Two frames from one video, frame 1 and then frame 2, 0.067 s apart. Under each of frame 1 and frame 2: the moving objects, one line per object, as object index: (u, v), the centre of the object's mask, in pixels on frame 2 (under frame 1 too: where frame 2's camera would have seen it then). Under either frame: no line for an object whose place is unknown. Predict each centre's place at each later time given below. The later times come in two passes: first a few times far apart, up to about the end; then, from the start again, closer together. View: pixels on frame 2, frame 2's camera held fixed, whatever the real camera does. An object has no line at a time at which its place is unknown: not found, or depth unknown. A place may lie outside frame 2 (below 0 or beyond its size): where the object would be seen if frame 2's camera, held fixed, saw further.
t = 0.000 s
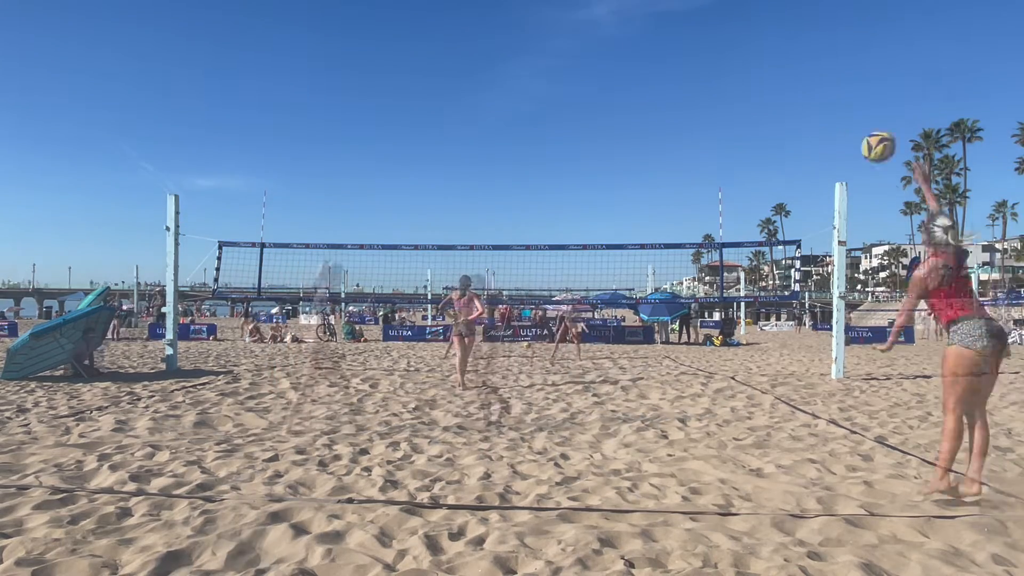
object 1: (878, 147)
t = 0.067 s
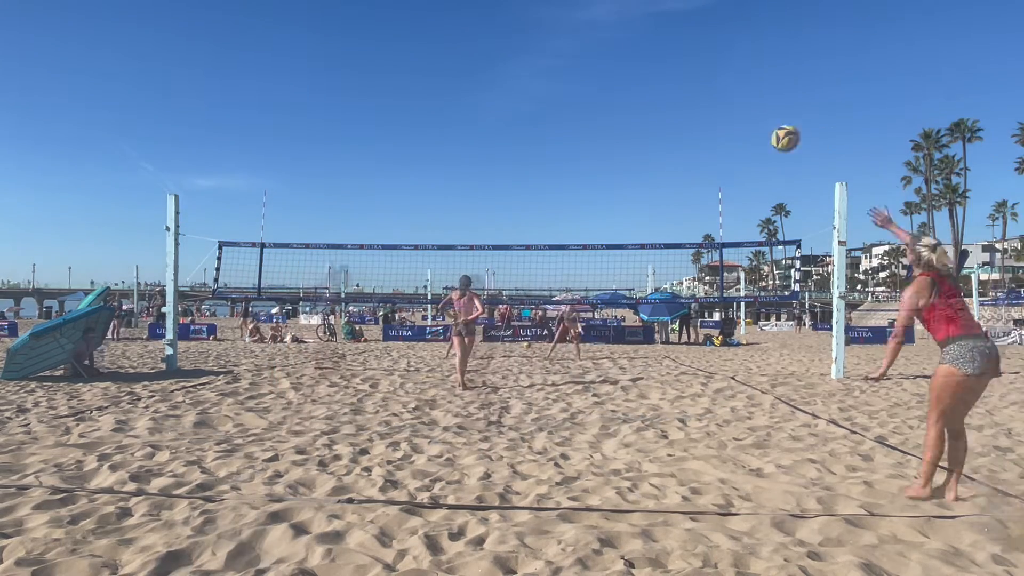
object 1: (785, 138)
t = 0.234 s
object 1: (647, 138)
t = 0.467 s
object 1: (554, 163)
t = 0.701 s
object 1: (505, 204)
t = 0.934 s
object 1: (473, 255)
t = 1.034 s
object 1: (462, 278)
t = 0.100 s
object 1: (749, 136)
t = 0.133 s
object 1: (718, 135)
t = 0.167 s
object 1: (691, 135)
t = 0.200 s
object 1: (667, 137)
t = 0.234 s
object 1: (647, 138)
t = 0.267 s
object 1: (628, 140)
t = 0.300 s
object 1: (613, 143)
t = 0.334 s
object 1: (598, 146)
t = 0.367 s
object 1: (585, 150)
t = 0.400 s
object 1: (574, 154)
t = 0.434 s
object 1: (563, 159)
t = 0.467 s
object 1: (554, 163)
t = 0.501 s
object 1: (546, 168)
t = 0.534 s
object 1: (538, 174)
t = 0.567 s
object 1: (530, 179)
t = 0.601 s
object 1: (523, 185)
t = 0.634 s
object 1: (517, 191)
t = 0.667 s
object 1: (511, 197)
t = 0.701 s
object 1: (505, 204)
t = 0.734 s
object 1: (500, 211)
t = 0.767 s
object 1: (495, 217)
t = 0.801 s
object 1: (490, 224)
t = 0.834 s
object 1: (485, 232)
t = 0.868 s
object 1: (481, 239)
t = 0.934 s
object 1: (473, 255)
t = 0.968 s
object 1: (469, 263)
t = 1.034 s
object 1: (462, 278)
